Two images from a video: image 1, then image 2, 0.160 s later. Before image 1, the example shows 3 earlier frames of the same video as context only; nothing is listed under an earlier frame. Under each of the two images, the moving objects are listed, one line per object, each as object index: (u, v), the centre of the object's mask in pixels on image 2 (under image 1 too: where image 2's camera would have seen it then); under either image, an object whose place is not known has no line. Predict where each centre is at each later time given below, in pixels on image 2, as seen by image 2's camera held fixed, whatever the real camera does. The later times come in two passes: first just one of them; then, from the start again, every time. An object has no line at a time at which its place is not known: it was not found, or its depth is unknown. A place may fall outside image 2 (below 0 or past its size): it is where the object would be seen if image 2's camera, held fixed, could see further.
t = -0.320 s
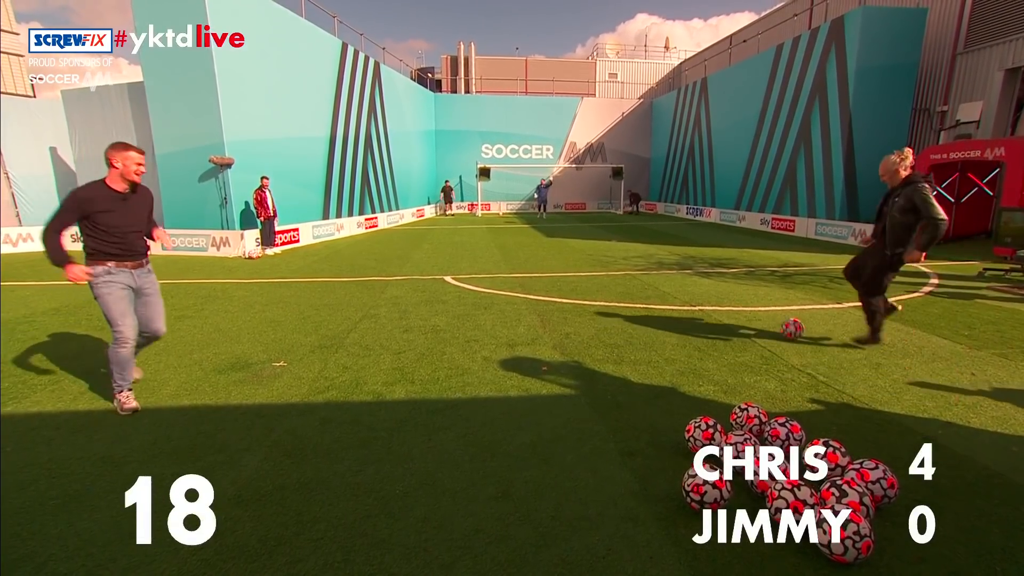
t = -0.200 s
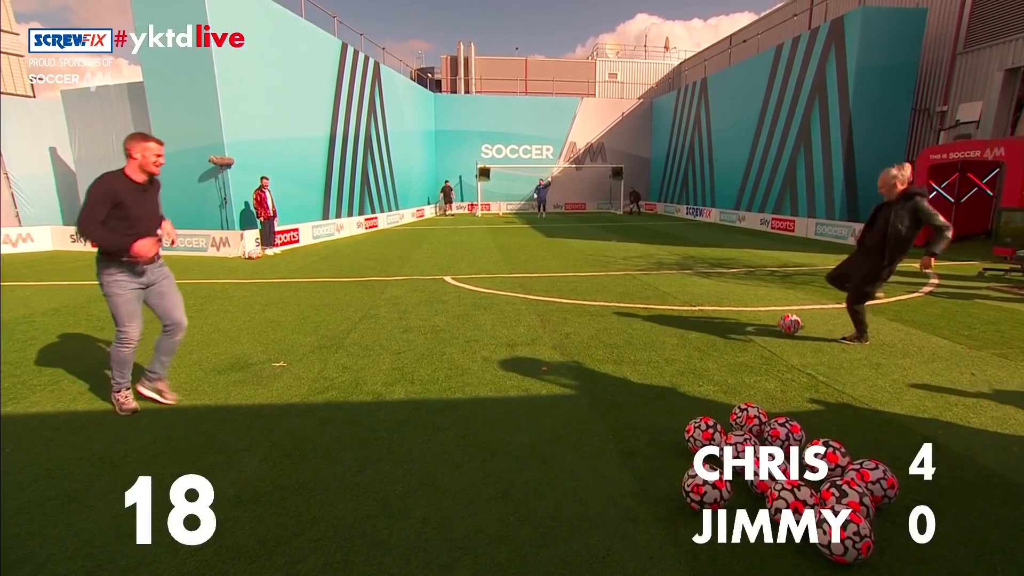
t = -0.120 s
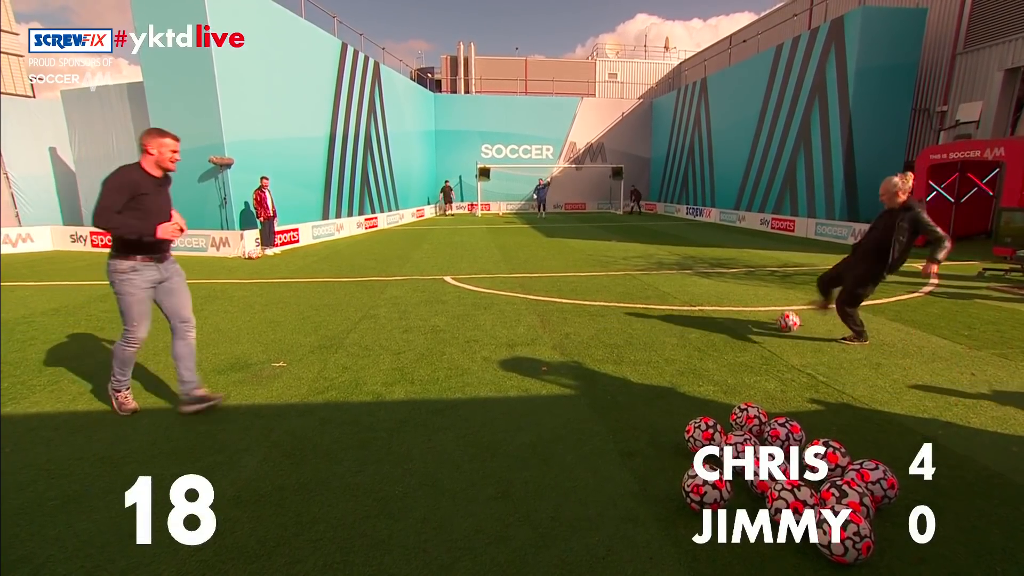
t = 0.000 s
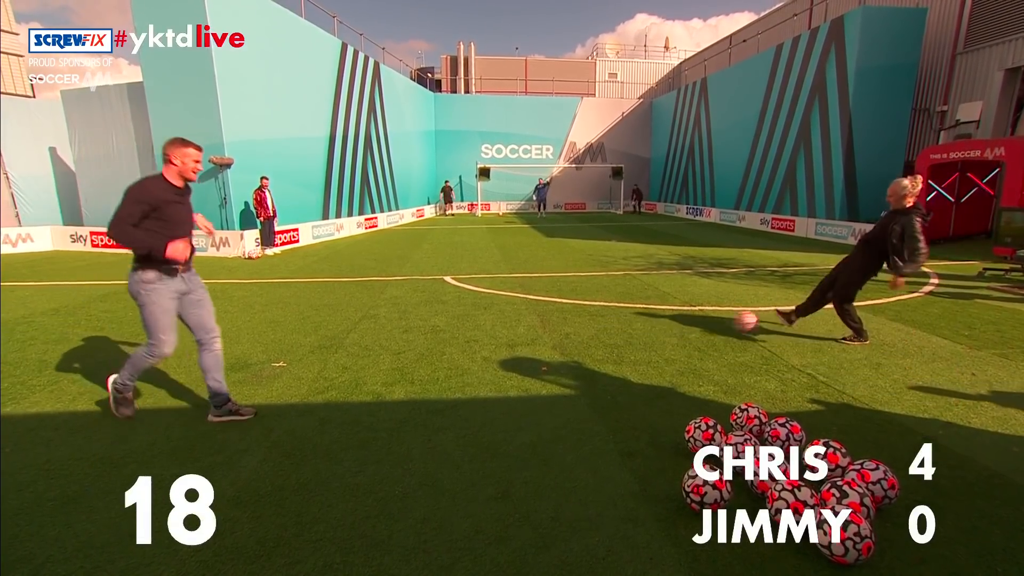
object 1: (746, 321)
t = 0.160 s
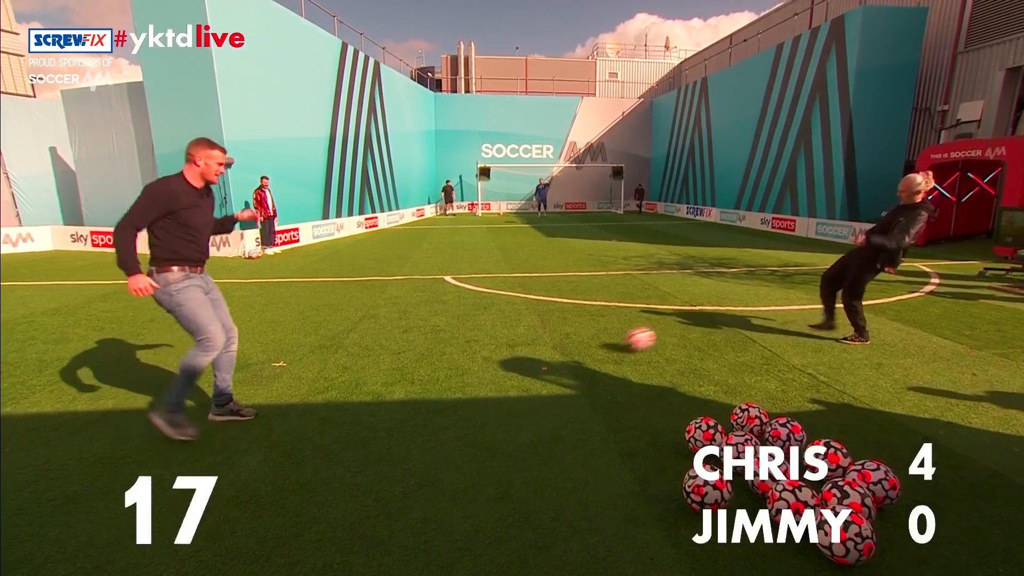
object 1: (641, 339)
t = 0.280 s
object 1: (548, 349)
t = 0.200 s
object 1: (611, 343)
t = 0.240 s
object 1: (580, 345)
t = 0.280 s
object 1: (548, 349)
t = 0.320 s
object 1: (514, 355)
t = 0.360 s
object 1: (482, 363)
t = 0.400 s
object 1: (449, 365)
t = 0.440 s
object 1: (415, 367)
